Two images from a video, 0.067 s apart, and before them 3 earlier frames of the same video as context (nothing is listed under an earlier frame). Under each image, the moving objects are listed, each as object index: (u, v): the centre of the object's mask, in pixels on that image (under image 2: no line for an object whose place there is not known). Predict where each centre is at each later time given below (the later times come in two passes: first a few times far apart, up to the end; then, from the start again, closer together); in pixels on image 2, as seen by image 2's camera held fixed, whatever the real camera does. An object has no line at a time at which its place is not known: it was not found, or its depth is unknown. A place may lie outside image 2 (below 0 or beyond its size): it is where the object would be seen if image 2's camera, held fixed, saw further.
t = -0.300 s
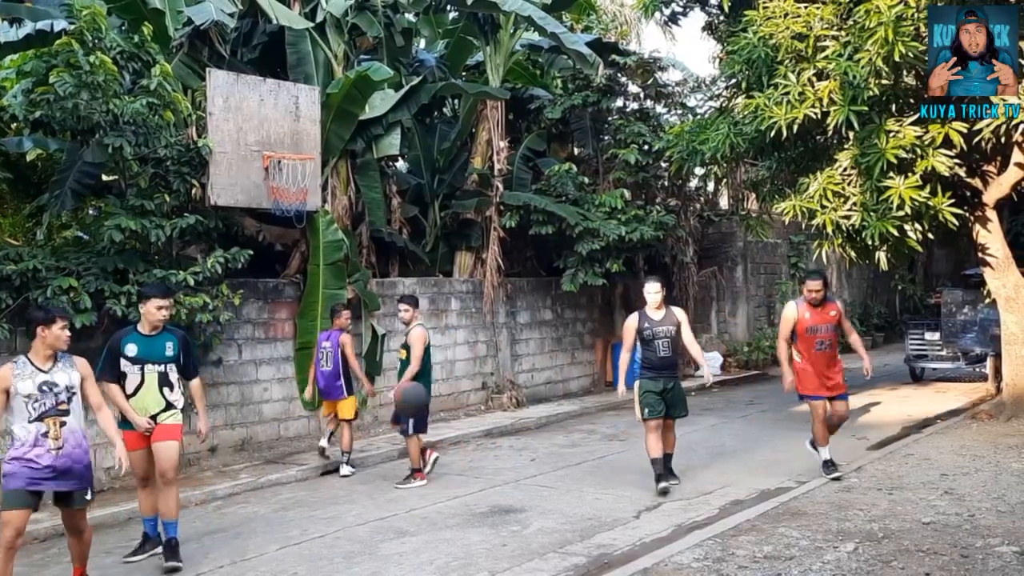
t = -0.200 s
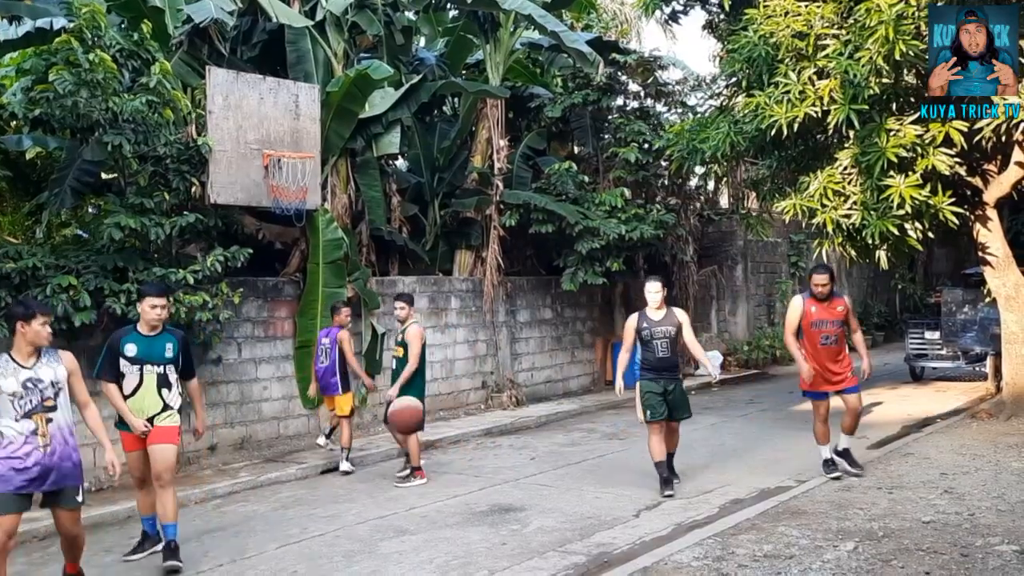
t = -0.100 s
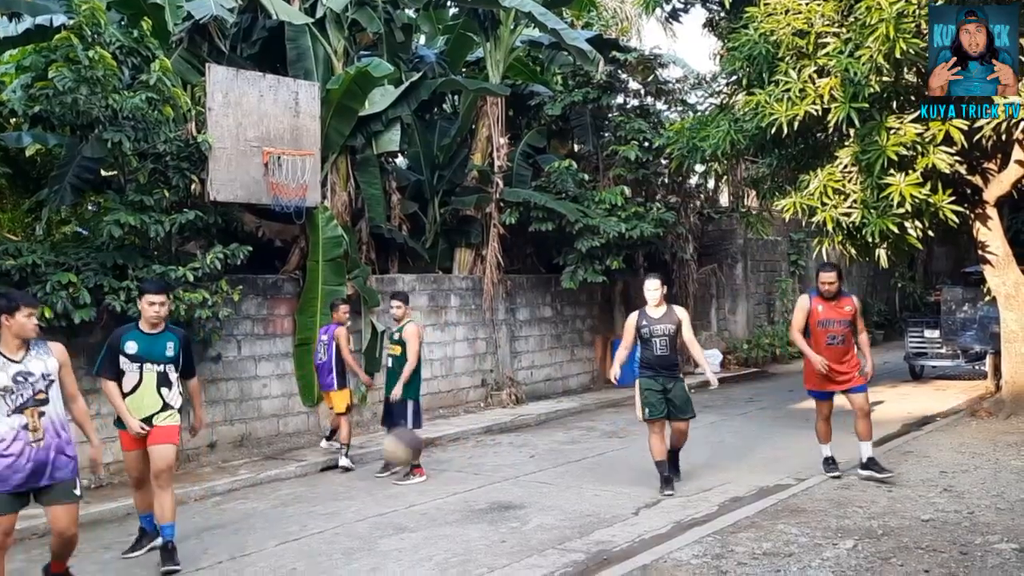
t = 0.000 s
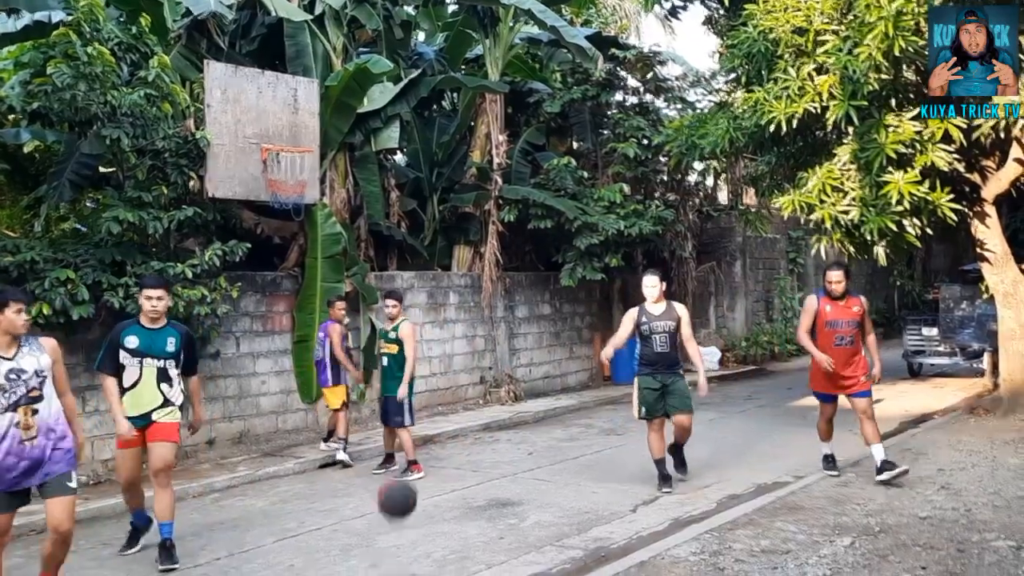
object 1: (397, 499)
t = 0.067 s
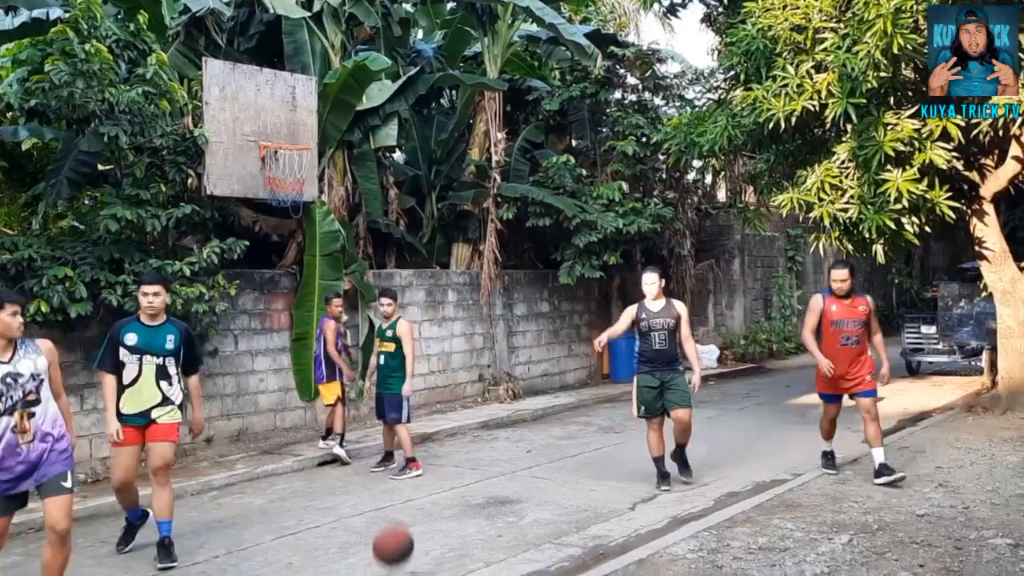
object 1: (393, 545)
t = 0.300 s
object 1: (383, 508)
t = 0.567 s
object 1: (374, 537)
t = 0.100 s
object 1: (393, 569)
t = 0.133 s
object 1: (390, 556)
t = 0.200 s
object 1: (387, 533)
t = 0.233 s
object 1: (386, 523)
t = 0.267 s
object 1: (385, 514)
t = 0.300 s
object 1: (383, 508)
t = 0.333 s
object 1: (382, 504)
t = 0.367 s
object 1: (381, 501)
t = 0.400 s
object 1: (380, 501)
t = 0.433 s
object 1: (378, 504)
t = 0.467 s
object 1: (377, 508)
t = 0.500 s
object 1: (376, 514)
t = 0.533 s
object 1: (375, 524)
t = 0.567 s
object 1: (374, 537)
